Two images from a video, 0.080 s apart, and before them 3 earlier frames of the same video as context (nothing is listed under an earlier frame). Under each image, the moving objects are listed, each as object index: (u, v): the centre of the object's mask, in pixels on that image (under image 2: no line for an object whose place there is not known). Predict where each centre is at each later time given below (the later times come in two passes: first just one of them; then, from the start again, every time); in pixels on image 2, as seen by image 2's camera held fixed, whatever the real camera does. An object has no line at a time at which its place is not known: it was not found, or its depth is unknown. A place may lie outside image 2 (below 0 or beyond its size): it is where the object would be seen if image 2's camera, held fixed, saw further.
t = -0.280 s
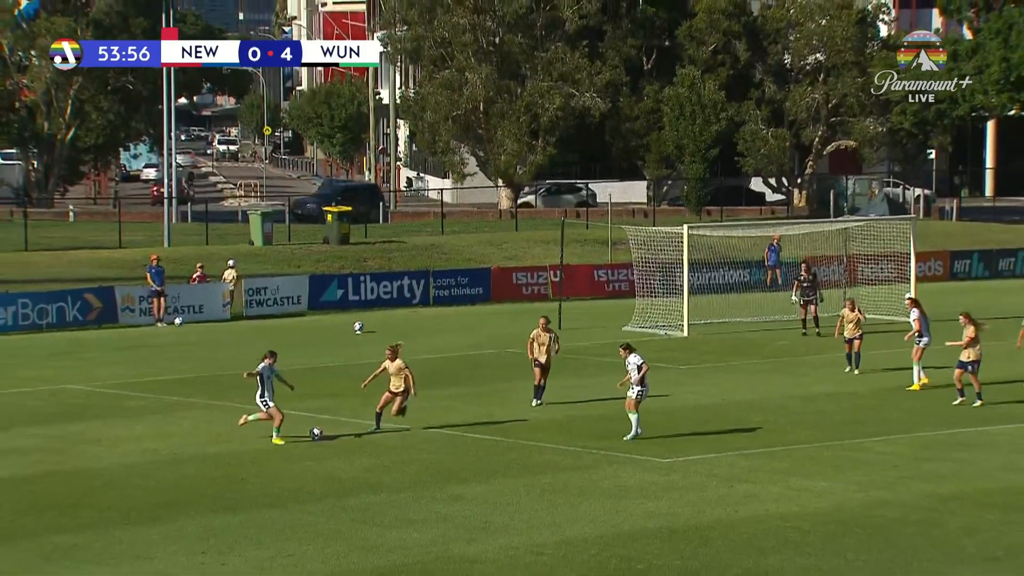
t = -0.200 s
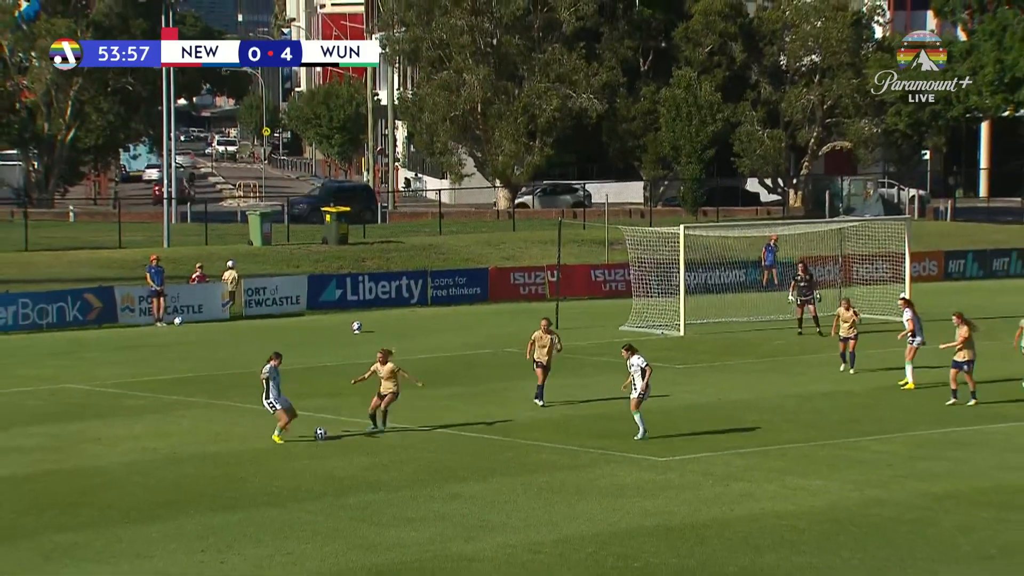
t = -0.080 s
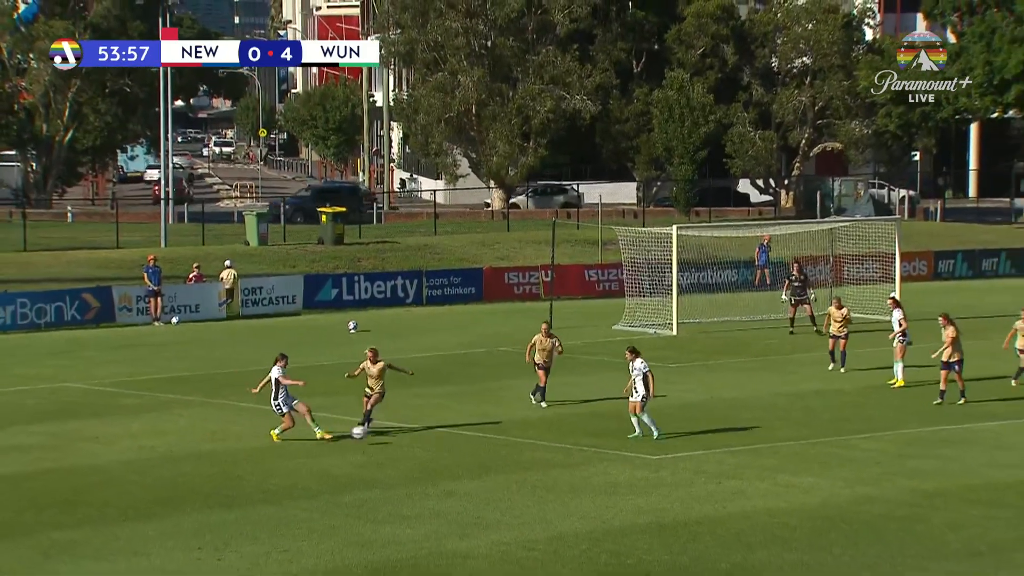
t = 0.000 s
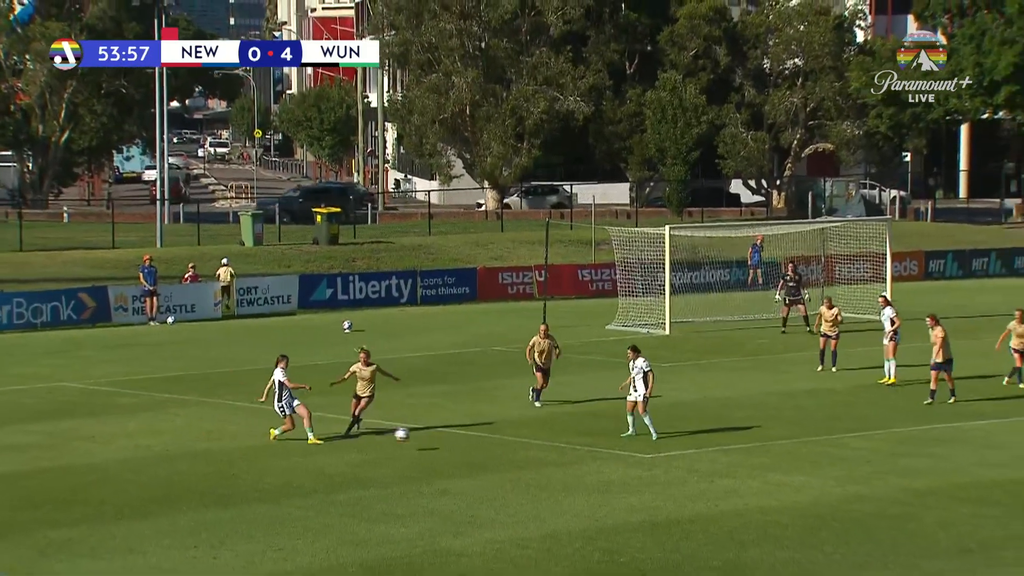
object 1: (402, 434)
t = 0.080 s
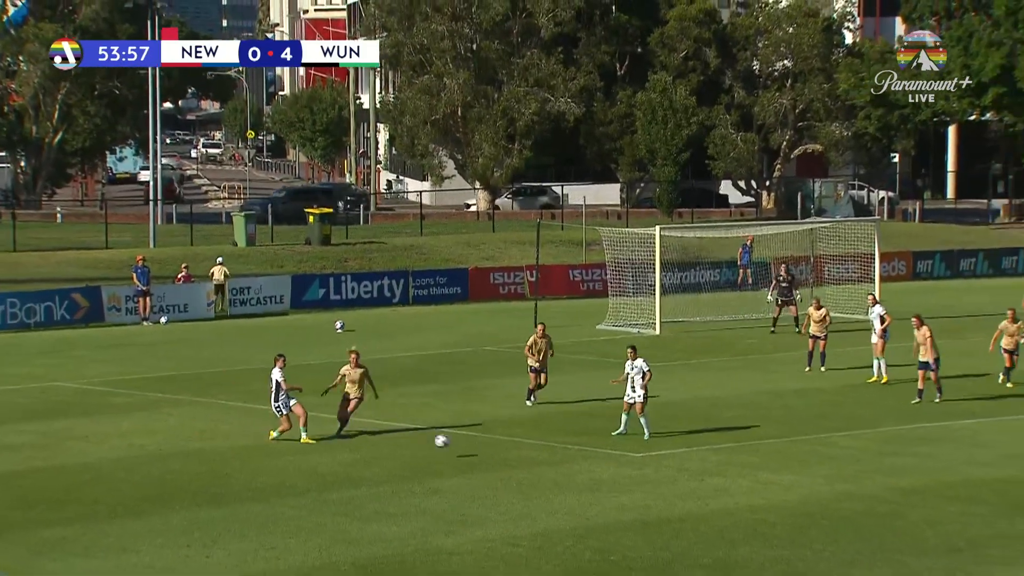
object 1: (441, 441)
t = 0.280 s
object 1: (556, 465)
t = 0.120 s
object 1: (466, 446)
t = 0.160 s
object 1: (489, 453)
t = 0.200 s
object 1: (514, 461)
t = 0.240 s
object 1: (537, 465)
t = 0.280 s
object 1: (556, 465)
